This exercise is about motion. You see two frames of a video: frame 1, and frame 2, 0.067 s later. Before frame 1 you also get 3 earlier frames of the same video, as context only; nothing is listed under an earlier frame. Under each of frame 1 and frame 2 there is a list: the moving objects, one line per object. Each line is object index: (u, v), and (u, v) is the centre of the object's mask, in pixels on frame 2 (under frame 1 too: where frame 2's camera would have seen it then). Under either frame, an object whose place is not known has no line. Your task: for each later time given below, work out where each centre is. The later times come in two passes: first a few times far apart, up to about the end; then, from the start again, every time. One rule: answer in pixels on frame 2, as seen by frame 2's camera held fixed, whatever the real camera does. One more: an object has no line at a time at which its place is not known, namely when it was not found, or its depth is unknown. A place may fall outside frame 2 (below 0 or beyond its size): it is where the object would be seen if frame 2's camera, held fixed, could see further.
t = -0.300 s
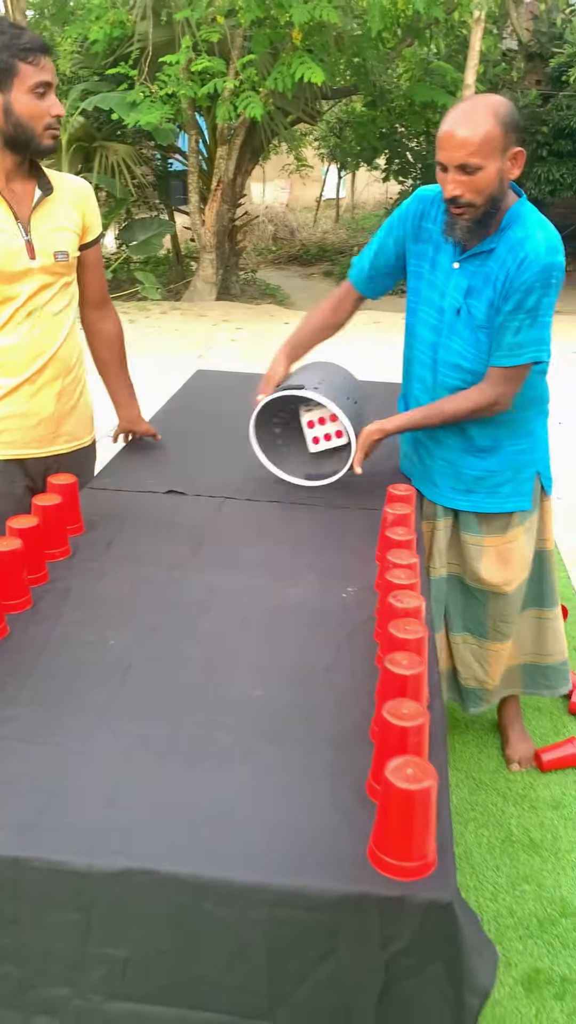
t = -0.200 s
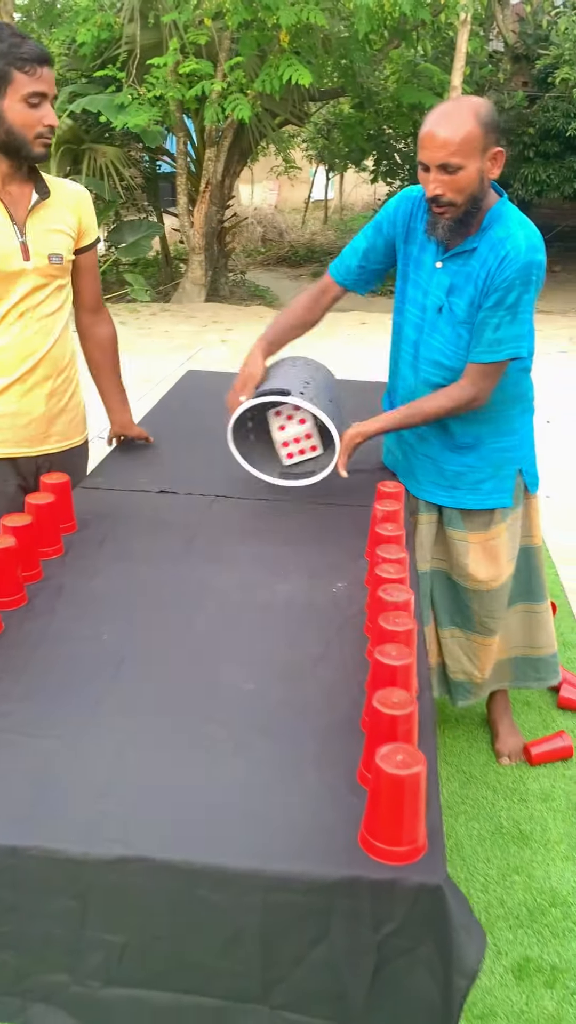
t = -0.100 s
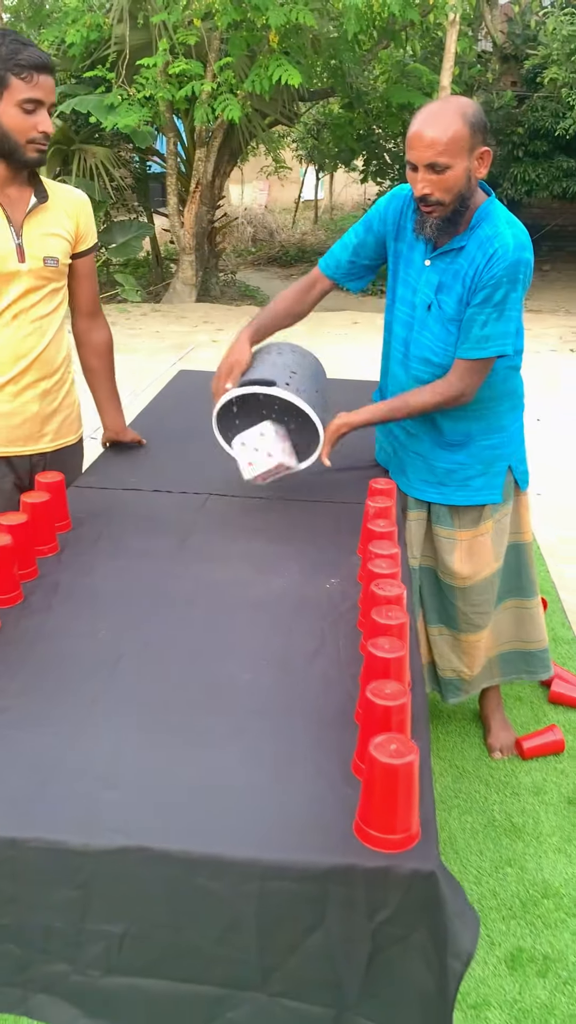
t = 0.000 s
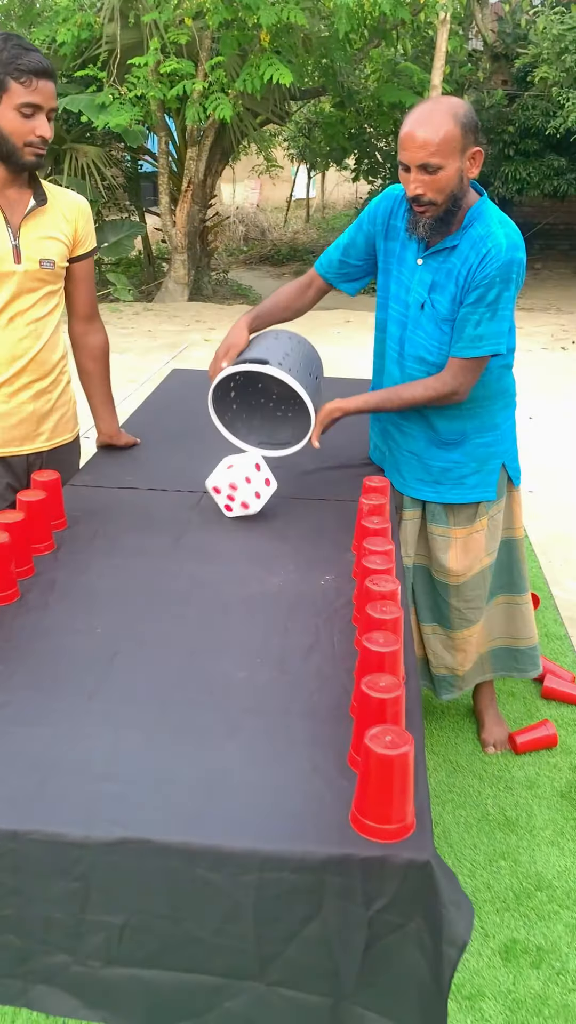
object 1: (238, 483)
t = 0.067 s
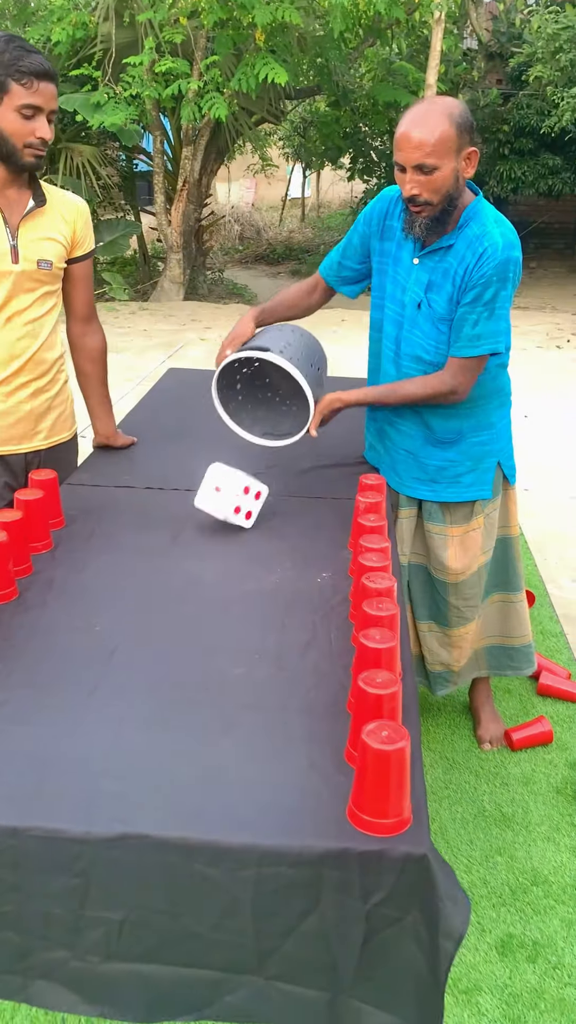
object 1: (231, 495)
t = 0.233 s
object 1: (207, 514)
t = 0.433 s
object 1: (182, 533)
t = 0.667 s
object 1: (178, 536)
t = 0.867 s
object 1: (178, 536)
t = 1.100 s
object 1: (178, 536)
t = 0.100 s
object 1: (226, 502)
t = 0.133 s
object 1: (221, 506)
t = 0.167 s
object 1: (215, 509)
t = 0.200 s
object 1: (210, 512)
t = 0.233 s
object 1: (207, 514)
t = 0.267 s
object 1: (203, 515)
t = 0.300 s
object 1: (199, 517)
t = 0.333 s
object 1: (194, 522)
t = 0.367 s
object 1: (189, 528)
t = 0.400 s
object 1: (185, 532)
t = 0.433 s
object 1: (182, 533)
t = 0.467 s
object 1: (179, 535)
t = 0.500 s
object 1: (178, 536)
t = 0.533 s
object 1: (178, 536)
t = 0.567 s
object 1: (178, 536)
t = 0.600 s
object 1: (178, 536)
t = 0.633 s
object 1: (178, 536)
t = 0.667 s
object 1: (178, 536)
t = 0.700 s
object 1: (178, 536)
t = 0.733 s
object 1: (178, 536)
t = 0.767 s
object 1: (178, 536)
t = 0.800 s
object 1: (178, 536)
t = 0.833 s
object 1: (178, 536)
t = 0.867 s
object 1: (178, 536)
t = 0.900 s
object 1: (178, 536)
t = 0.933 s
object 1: (178, 536)
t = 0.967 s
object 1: (178, 536)
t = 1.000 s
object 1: (178, 536)
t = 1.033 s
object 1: (178, 536)
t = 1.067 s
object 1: (178, 536)
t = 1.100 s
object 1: (178, 536)
